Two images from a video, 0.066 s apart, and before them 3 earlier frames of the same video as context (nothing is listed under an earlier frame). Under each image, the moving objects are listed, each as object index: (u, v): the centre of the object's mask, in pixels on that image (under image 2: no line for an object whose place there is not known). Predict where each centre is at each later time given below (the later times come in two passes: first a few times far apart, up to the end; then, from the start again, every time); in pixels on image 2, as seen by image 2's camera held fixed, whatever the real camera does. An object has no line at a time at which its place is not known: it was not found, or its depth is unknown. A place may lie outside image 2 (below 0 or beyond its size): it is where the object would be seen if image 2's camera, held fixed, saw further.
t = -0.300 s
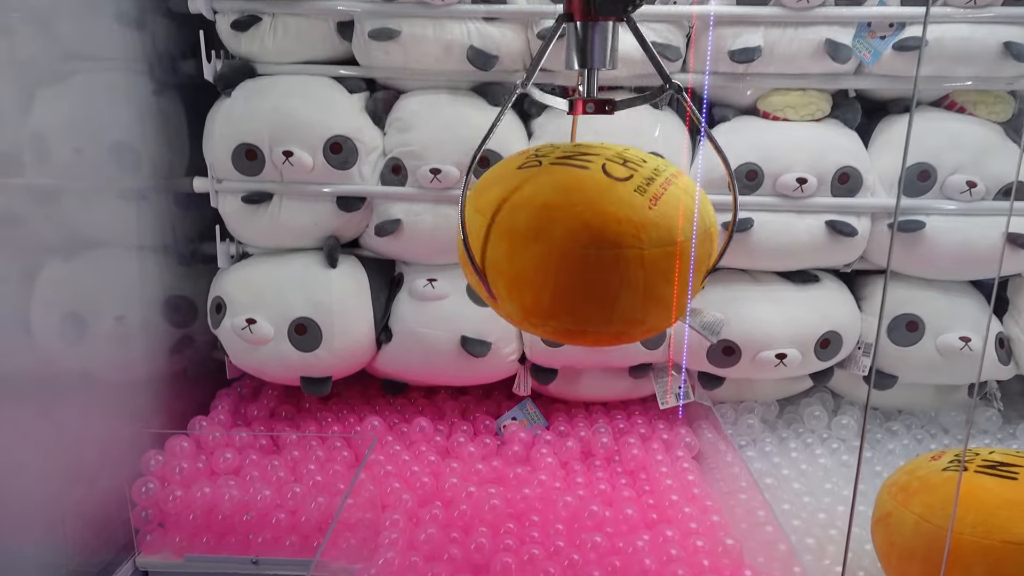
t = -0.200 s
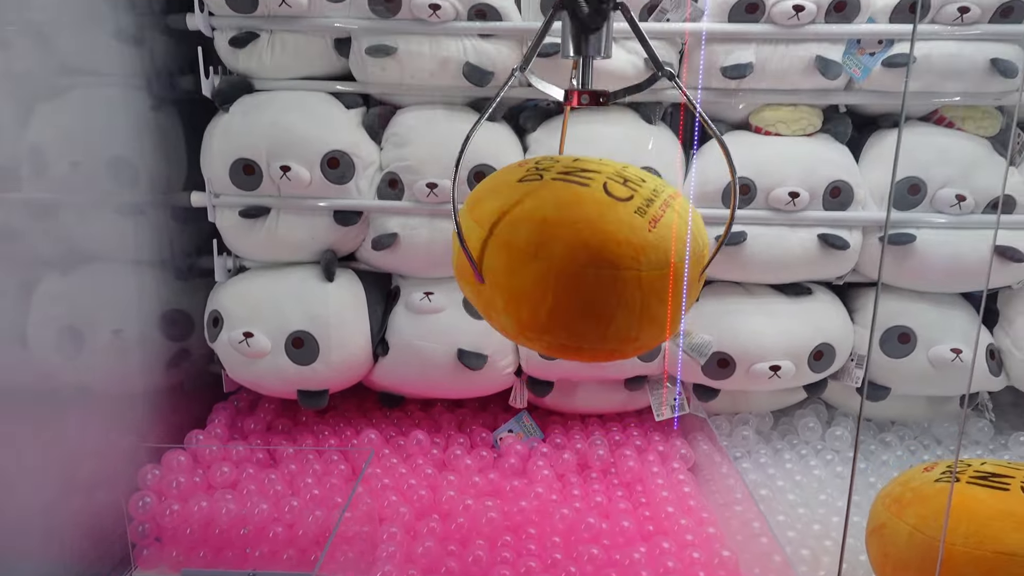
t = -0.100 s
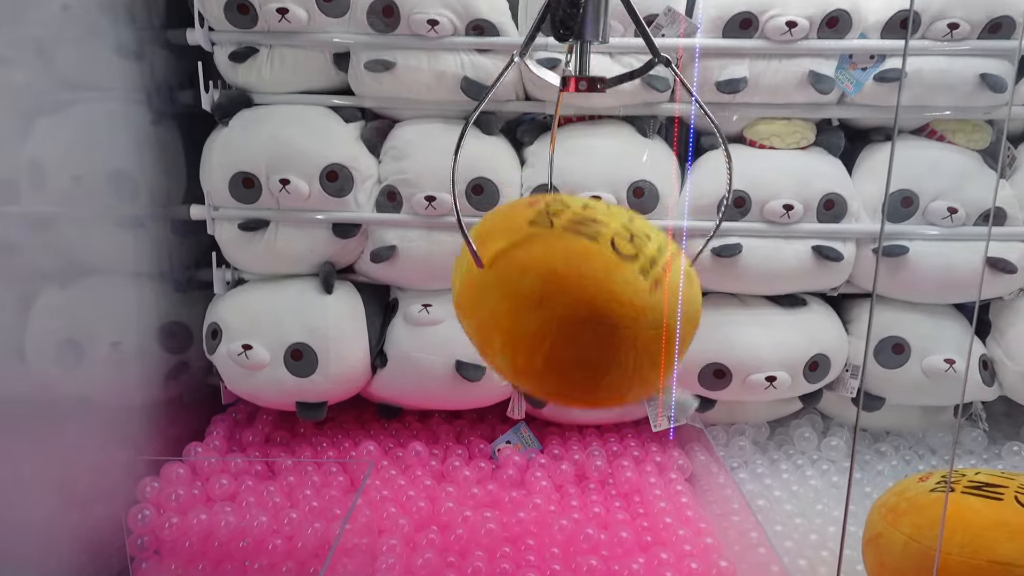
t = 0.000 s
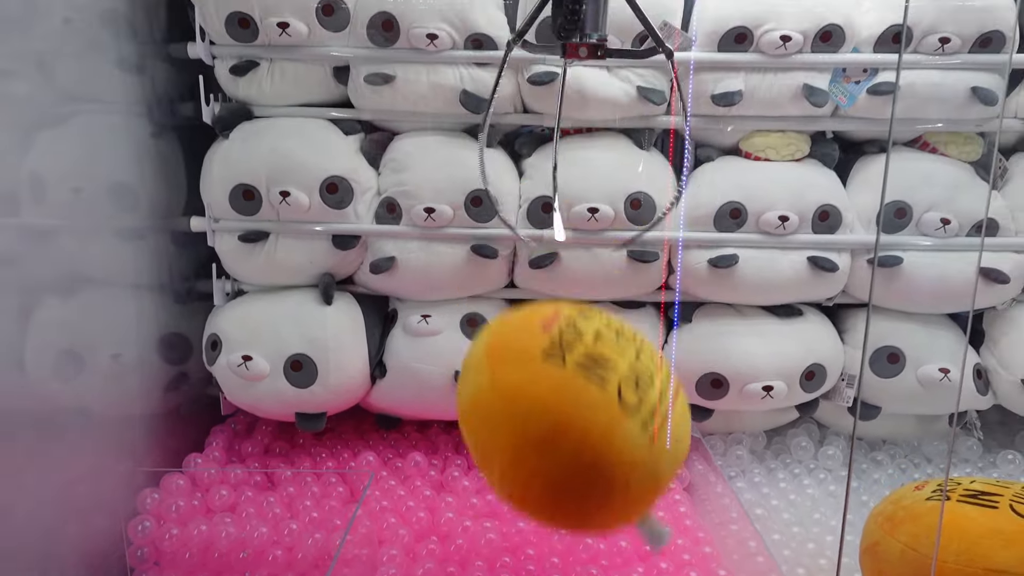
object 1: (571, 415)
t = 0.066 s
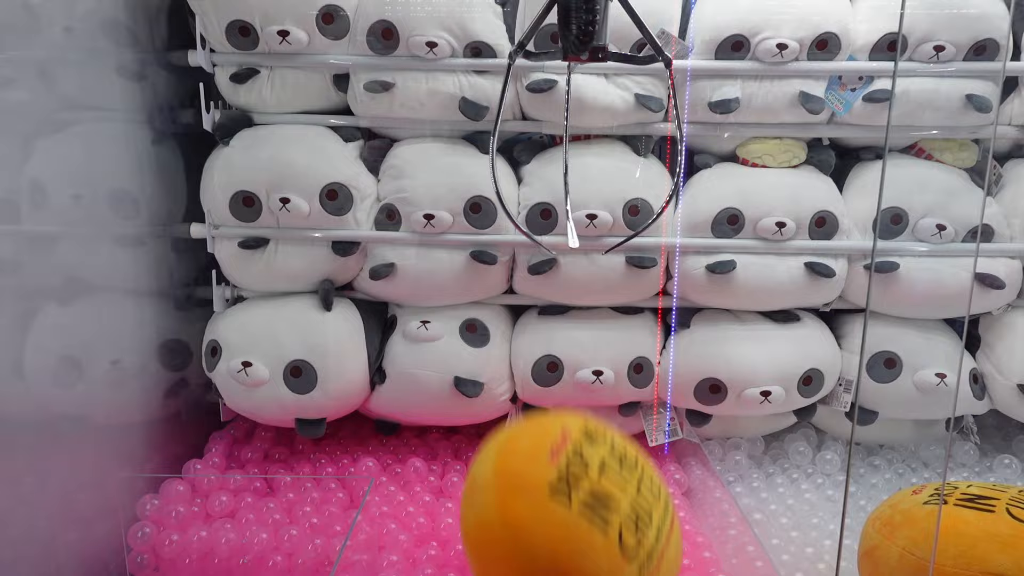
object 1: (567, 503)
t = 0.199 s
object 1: (509, 496)
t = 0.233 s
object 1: (491, 495)
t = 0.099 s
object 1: (561, 518)
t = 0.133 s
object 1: (544, 508)
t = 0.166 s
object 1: (527, 500)
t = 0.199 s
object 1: (509, 496)
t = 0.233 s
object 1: (491, 495)
